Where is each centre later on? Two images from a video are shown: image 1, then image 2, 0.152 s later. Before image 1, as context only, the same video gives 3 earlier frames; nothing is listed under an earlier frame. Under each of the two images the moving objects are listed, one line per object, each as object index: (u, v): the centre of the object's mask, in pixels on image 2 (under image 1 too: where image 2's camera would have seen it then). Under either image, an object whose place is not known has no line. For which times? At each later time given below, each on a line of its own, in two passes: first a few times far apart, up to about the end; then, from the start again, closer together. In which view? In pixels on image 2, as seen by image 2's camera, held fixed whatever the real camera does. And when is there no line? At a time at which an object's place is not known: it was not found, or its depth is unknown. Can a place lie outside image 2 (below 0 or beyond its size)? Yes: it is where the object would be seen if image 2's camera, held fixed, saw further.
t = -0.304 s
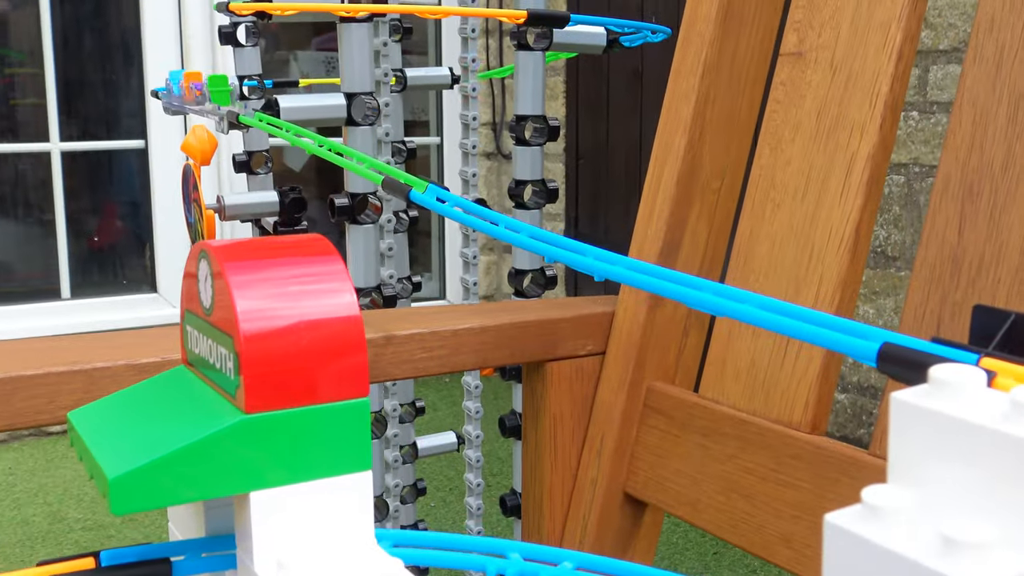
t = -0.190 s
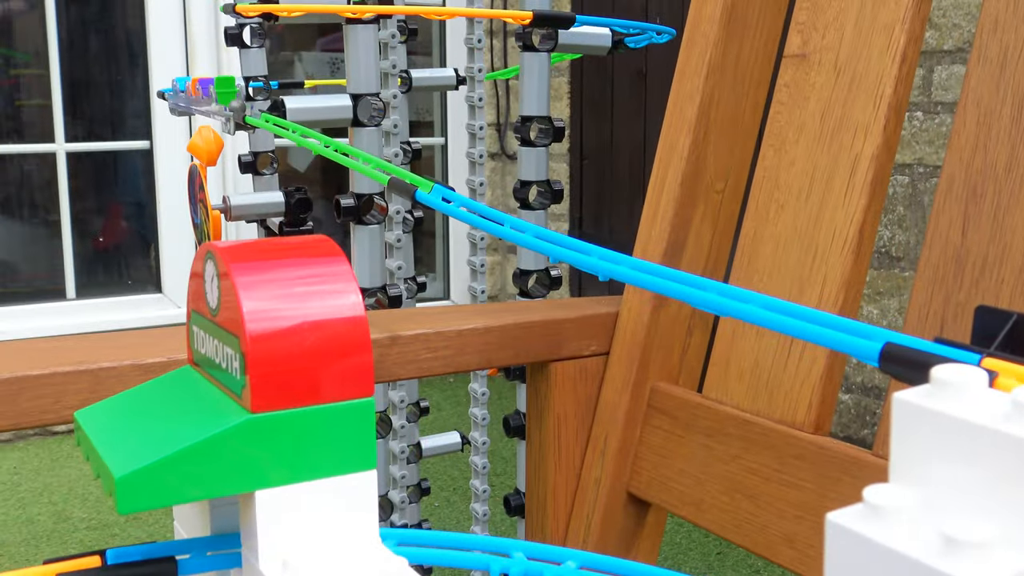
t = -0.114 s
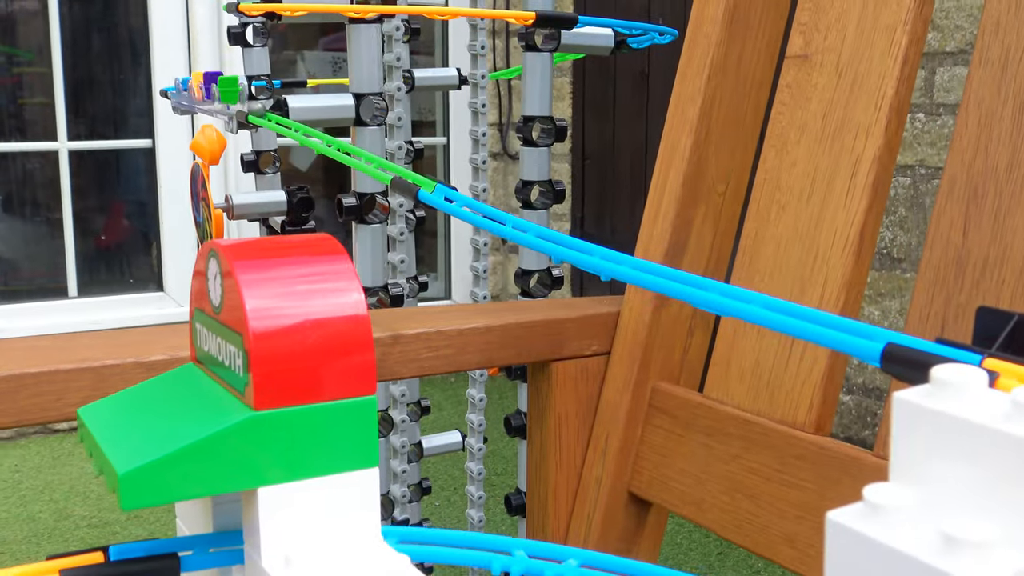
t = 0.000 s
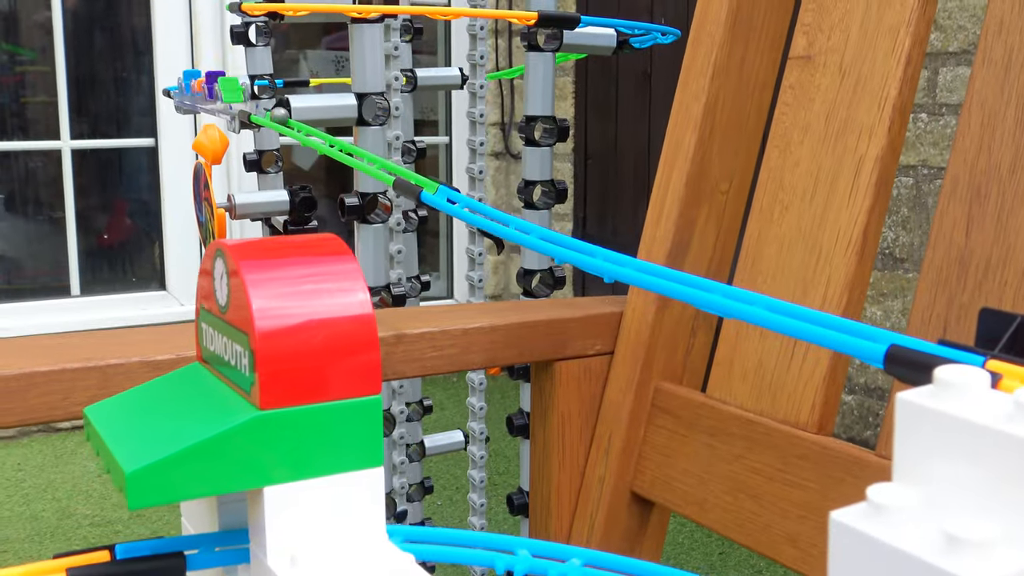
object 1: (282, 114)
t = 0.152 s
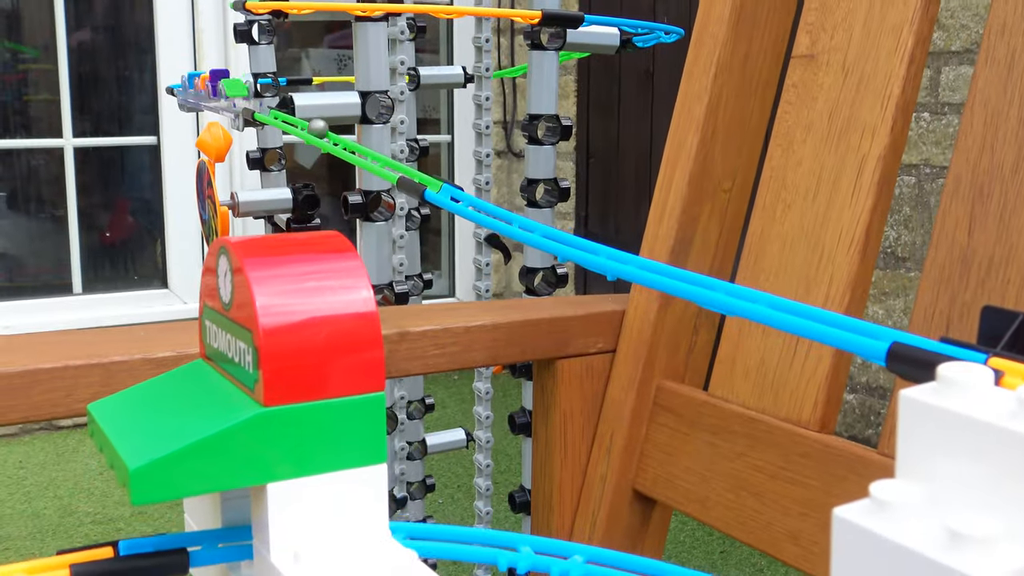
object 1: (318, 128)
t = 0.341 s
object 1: (363, 149)
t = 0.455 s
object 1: (408, 170)
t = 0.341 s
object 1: (363, 149)
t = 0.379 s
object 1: (377, 156)
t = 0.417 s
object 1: (392, 164)
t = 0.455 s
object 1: (408, 170)
